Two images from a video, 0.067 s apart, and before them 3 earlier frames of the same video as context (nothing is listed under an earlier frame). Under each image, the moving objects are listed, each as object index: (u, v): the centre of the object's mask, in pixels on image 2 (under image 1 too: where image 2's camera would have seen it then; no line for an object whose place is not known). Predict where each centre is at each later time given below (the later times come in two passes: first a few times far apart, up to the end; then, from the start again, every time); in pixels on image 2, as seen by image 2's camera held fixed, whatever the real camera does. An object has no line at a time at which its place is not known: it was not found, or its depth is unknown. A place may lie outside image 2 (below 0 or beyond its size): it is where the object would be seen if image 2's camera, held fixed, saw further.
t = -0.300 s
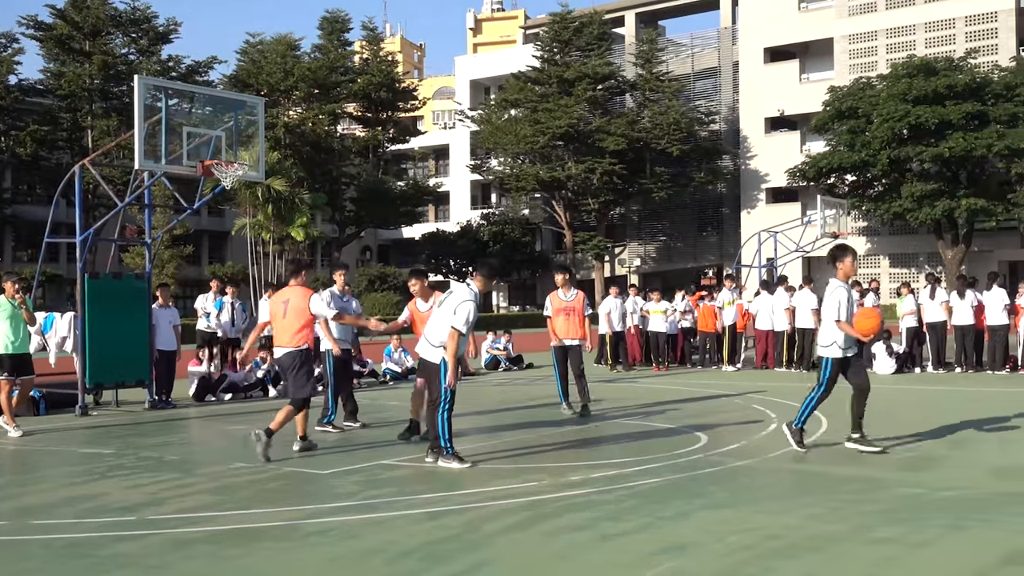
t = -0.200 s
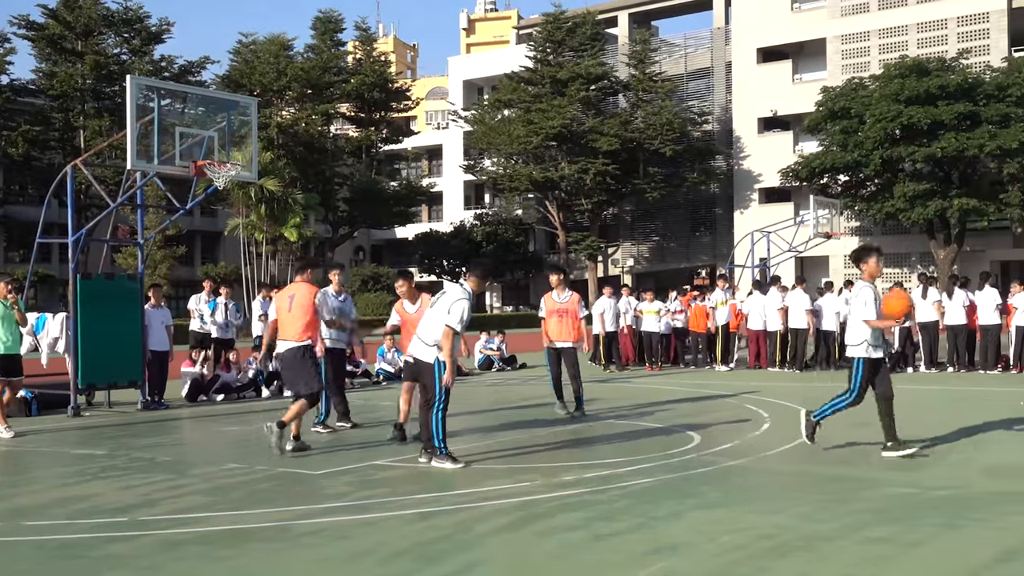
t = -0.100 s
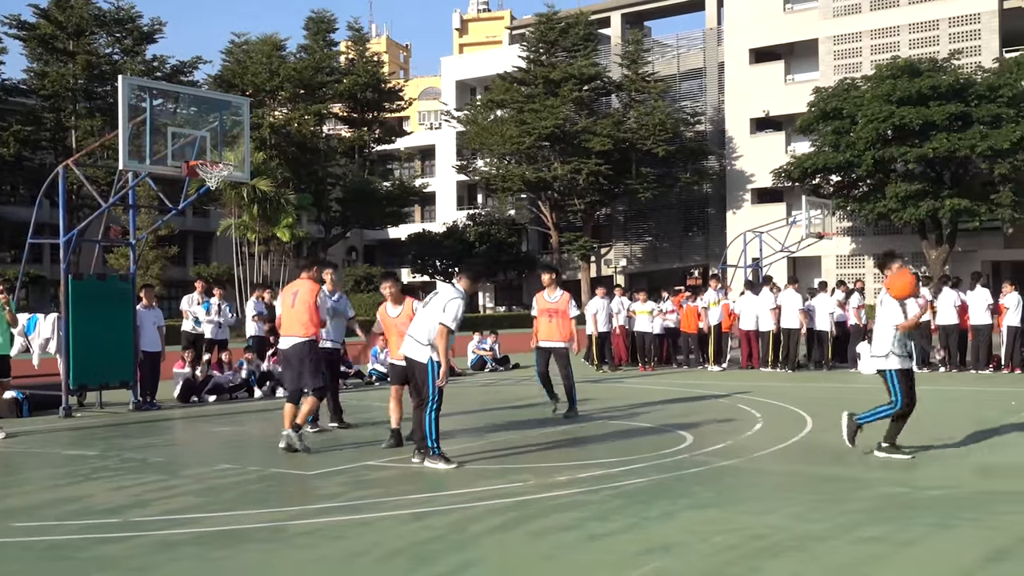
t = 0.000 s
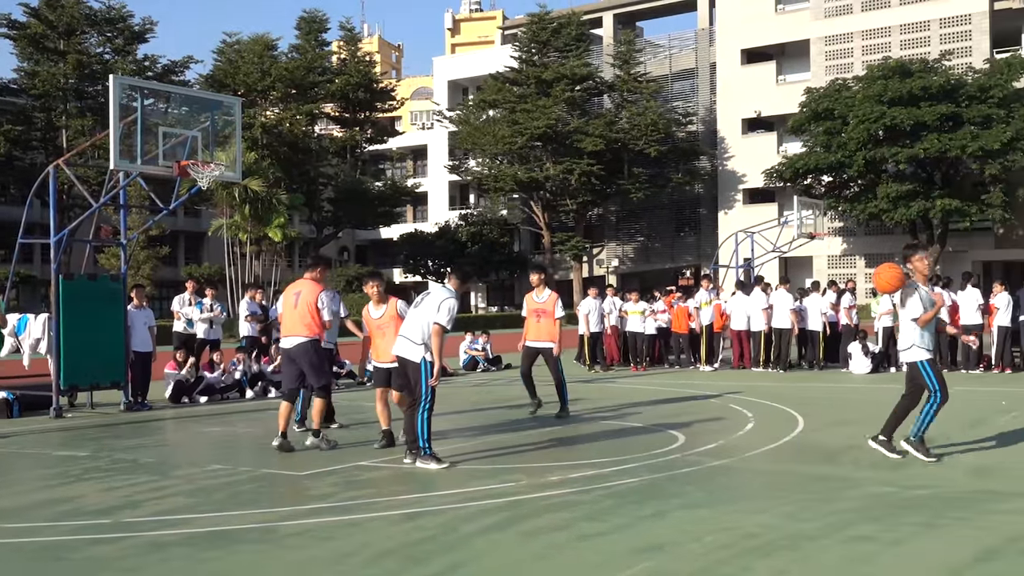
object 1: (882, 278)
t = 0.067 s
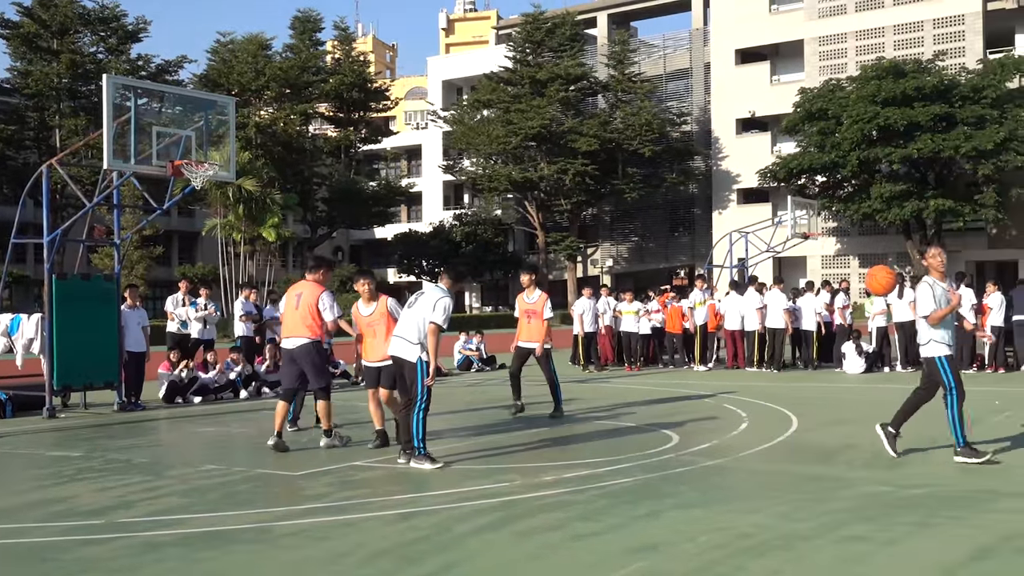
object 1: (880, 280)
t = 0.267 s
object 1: (874, 323)
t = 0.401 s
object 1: (872, 382)
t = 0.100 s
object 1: (879, 284)
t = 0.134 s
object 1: (878, 289)
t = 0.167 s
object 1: (877, 296)
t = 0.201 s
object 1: (876, 303)
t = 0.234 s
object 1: (875, 312)
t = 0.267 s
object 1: (874, 323)
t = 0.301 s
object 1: (872, 335)
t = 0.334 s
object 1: (872, 349)
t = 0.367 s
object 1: (872, 365)
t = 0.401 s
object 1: (872, 382)
